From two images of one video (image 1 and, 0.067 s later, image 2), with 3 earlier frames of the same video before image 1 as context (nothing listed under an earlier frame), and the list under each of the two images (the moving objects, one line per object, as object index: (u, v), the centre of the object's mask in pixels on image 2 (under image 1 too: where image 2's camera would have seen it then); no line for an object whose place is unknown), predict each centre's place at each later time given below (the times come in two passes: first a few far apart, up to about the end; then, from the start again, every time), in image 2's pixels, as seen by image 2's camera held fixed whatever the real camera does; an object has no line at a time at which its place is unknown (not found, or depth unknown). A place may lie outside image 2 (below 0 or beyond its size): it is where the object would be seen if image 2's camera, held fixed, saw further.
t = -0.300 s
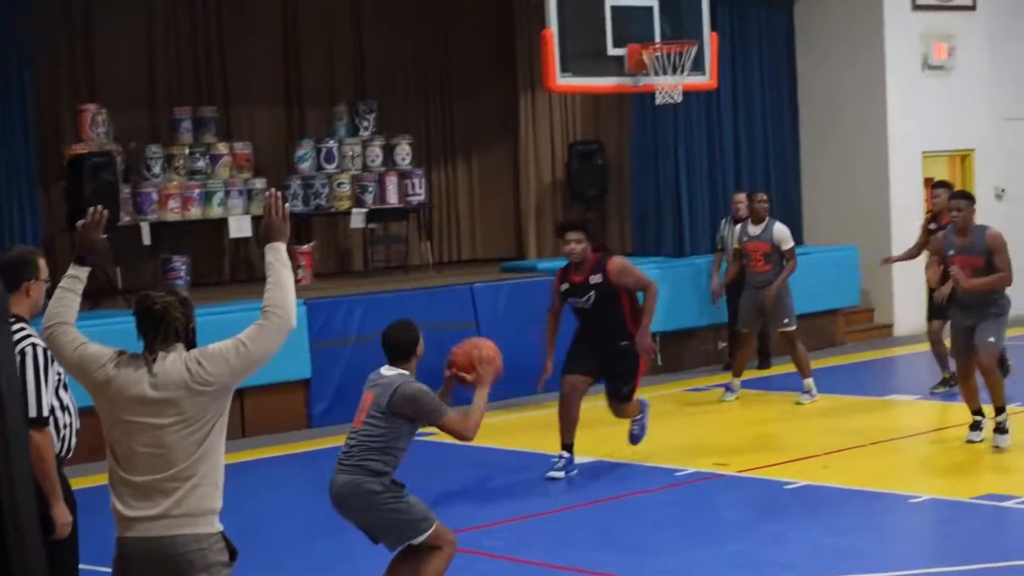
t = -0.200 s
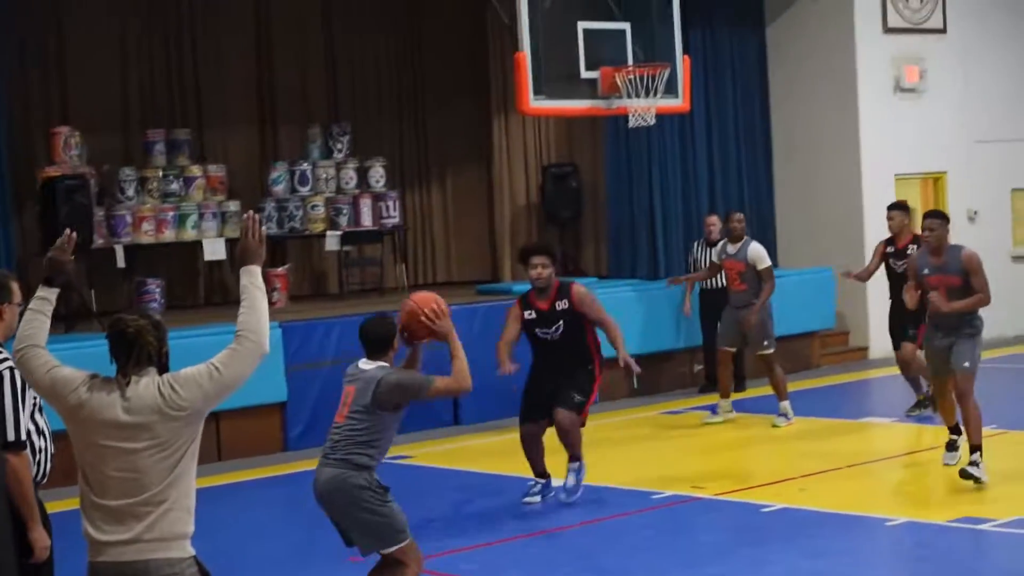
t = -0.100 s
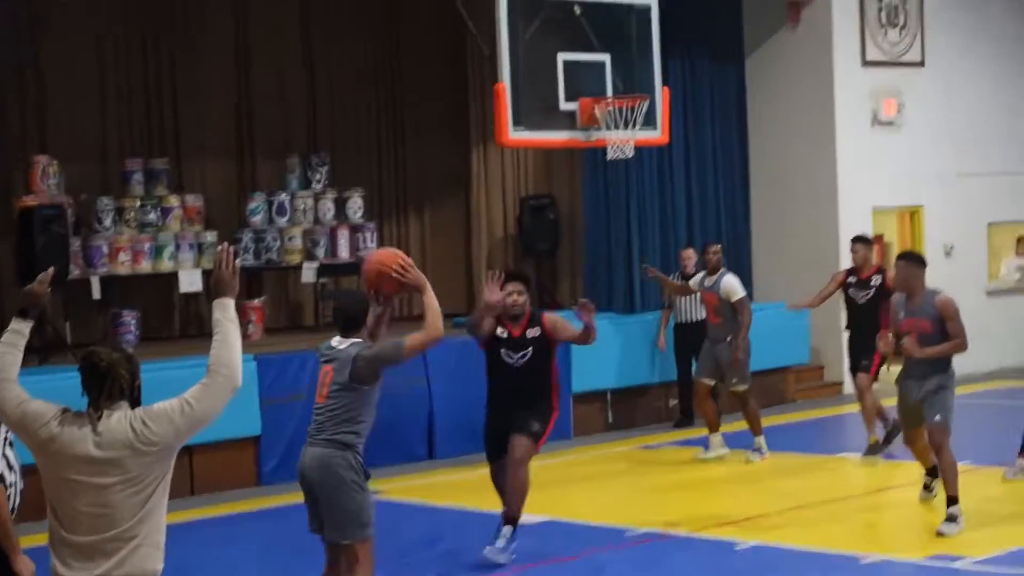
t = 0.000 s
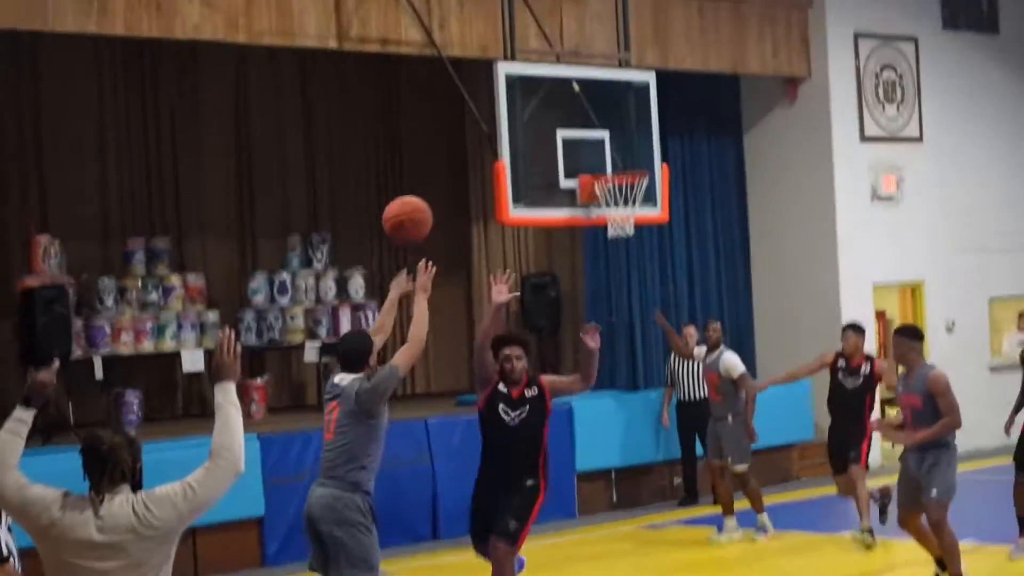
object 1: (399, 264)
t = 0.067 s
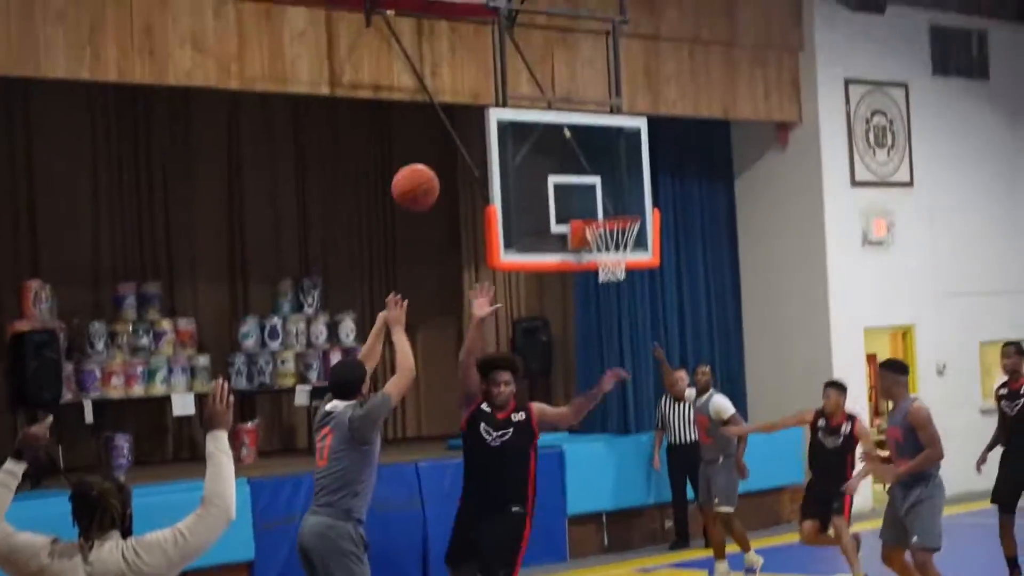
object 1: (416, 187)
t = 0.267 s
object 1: (457, 35)
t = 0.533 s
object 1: (506, -32)
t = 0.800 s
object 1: (550, 8)
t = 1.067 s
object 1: (592, 130)
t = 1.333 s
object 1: (606, 245)
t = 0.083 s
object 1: (419, 171)
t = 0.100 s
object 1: (422, 155)
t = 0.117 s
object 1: (427, 140)
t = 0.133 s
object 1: (430, 125)
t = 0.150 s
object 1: (433, 112)
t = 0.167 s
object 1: (438, 99)
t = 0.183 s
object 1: (442, 87)
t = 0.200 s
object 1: (446, 76)
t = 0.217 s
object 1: (449, 65)
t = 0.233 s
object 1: (452, 54)
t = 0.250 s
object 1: (455, 44)
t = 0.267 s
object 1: (457, 35)
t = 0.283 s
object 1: (461, 27)
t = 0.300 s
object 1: (464, 20)
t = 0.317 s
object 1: (467, 13)
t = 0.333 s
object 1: (471, 6)
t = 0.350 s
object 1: (474, 0)
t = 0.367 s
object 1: (477, -5)
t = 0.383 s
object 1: (480, -10)
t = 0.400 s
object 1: (483, -14)
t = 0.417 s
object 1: (486, -18)
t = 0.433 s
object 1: (489, -22)
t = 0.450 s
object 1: (492, -25)
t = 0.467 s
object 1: (494, -27)
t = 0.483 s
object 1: (497, -29)
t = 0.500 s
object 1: (501, -30)
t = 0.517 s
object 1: (503, -31)
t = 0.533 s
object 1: (506, -32)
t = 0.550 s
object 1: (509, -34)
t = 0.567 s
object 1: (511, -34)
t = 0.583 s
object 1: (514, -32)
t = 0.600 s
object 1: (517, -31)
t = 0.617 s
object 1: (520, -30)
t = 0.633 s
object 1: (523, -28)
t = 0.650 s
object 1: (526, -26)
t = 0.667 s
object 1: (528, -24)
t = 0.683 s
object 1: (530, -21)
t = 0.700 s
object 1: (533, -18)
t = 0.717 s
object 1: (535, -15)
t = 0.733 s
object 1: (538, -11)
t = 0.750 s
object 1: (540, -7)
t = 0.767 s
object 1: (544, -2)
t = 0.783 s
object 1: (547, 3)
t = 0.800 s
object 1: (550, 8)
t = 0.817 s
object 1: (552, 14)
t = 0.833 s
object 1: (554, 19)
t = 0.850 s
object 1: (557, 25)
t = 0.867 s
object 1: (559, 32)
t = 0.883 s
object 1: (563, 39)
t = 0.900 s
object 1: (565, 46)
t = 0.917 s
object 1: (568, 53)
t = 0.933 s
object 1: (571, 61)
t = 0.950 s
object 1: (573, 68)
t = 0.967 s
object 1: (576, 76)
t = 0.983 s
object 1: (578, 84)
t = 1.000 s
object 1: (581, 93)
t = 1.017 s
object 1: (584, 101)
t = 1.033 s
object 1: (586, 109)
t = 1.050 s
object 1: (589, 119)
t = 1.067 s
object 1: (592, 130)
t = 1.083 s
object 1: (594, 140)
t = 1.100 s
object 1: (597, 148)
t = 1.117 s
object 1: (600, 159)
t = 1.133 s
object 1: (602, 168)
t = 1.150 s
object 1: (604, 179)
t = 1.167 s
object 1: (608, 189)
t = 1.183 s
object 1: (609, 200)
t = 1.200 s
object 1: (611, 209)
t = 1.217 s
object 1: (612, 216)
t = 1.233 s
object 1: (615, 220)
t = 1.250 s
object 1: (616, 232)
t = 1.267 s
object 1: (612, 239)
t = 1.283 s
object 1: (611, 248)
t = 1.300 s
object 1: (610, 248)
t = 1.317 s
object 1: (609, 250)
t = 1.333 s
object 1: (606, 245)
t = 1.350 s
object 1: (606, 242)
